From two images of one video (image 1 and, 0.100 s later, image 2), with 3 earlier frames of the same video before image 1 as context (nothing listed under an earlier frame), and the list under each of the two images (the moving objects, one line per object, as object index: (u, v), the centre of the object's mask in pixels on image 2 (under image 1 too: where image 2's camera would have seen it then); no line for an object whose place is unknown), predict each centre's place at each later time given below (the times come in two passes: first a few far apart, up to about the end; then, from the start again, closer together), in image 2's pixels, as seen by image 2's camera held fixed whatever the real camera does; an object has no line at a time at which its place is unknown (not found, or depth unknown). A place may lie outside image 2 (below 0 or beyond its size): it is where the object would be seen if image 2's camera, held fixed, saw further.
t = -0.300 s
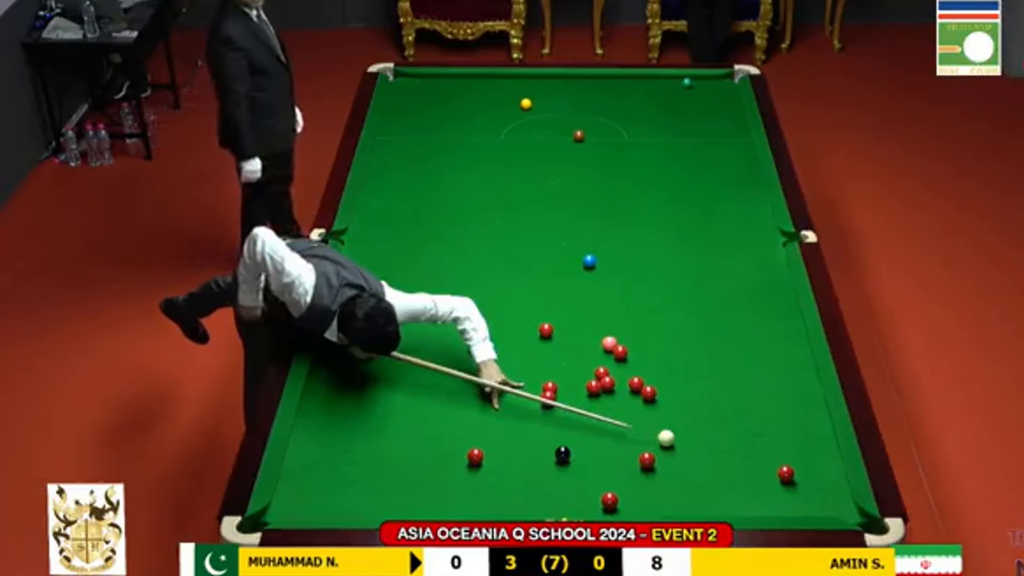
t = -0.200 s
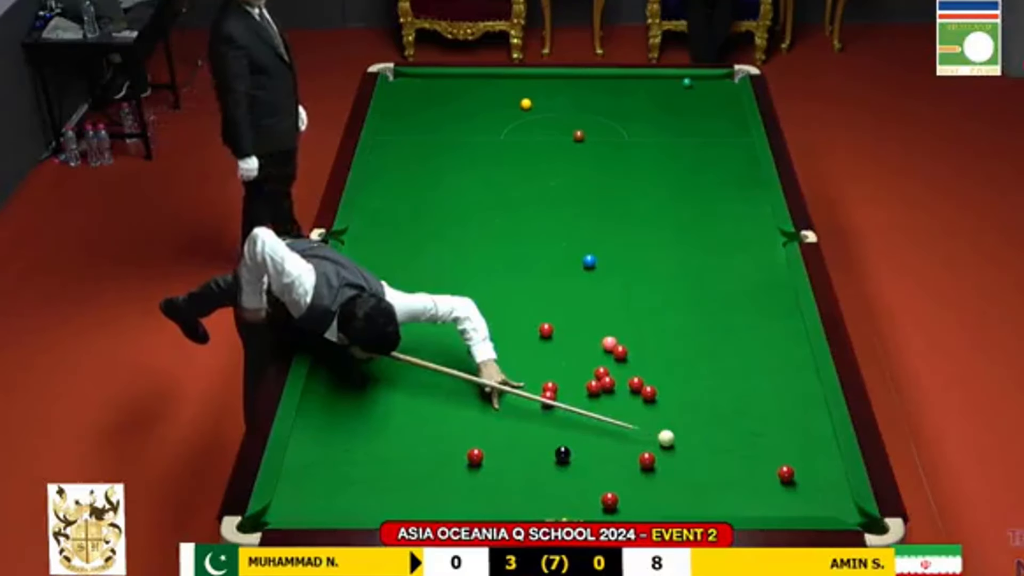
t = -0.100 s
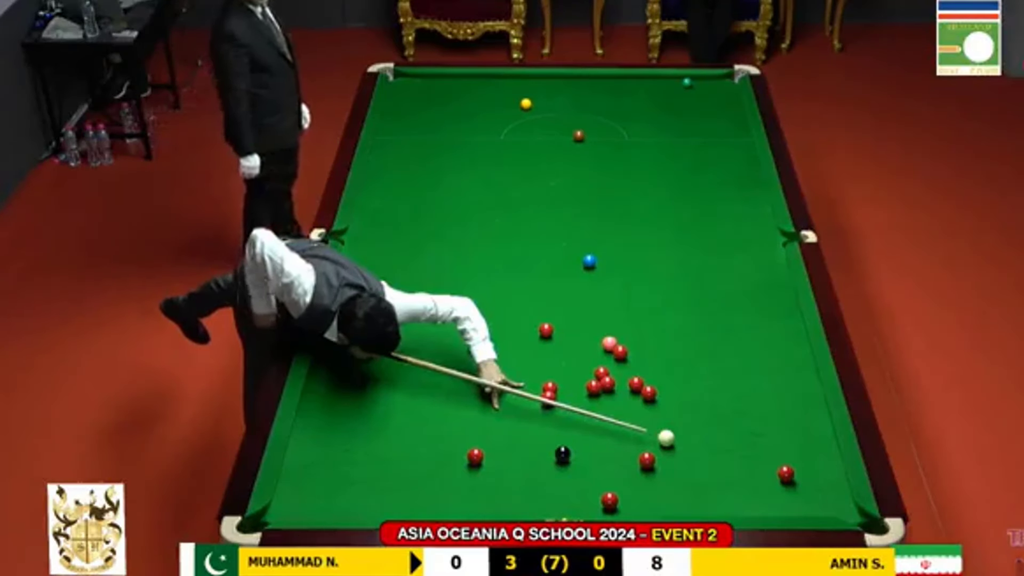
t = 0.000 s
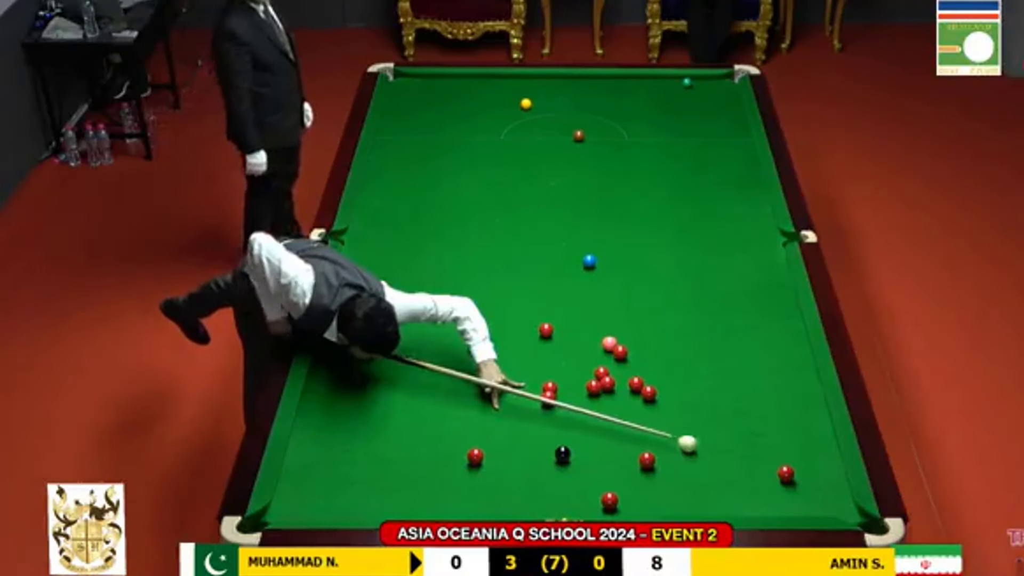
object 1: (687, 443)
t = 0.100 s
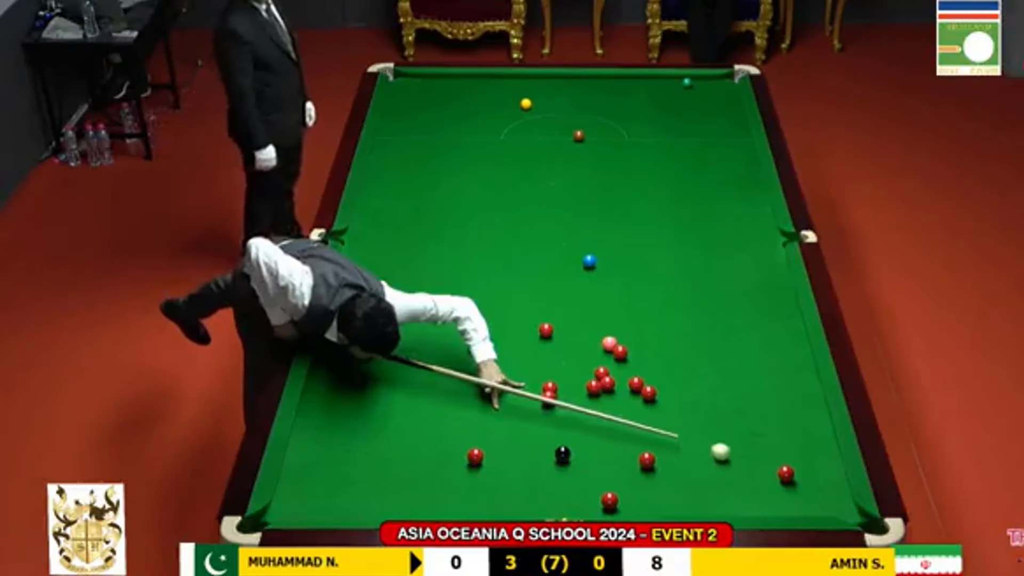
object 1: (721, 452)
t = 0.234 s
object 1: (766, 463)
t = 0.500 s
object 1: (808, 458)
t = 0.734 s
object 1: (824, 453)
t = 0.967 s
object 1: (800, 447)
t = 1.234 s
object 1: (776, 442)
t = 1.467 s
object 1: (755, 438)
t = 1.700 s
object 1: (738, 435)
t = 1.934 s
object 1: (721, 431)
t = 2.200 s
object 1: (704, 428)
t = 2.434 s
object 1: (690, 426)
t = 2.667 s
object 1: (677, 423)
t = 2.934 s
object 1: (665, 421)
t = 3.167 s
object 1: (656, 419)
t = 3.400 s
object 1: (648, 418)
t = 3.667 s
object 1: (641, 417)
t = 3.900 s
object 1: (636, 417)
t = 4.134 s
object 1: (633, 417)
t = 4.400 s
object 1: (630, 416)
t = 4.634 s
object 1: (630, 416)
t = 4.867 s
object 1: (630, 416)
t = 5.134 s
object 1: (630, 416)
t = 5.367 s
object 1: (630, 416)
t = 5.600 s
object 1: (630, 416)
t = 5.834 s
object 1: (630, 416)
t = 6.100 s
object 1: (630, 416)
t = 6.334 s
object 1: (630, 416)
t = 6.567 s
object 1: (630, 416)
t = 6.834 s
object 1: (630, 416)
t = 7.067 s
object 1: (630, 416)
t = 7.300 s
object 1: (630, 416)
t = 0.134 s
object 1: (734, 455)
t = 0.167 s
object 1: (747, 458)
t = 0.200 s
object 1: (753, 460)
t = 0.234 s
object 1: (766, 463)
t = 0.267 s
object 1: (776, 464)
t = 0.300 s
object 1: (778, 463)
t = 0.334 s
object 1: (784, 462)
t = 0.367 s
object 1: (790, 460)
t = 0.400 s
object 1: (793, 460)
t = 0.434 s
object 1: (799, 459)
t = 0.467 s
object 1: (805, 458)
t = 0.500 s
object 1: (808, 458)
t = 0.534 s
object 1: (815, 457)
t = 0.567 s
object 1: (820, 456)
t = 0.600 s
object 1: (823, 456)
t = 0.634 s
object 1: (829, 455)
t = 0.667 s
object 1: (831, 454)
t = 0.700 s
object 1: (829, 453)
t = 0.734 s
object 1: (824, 453)
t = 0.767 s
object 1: (820, 452)
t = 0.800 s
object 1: (818, 451)
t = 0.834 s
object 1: (814, 450)
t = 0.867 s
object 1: (810, 450)
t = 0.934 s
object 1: (804, 448)
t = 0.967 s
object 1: (800, 447)
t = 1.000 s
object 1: (798, 447)
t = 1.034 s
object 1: (794, 446)
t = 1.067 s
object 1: (791, 445)
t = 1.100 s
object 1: (789, 445)
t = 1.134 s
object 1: (785, 444)
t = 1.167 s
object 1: (781, 443)
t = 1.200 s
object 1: (779, 443)
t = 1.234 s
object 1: (776, 442)
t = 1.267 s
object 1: (772, 441)
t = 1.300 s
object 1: (771, 441)
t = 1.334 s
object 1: (767, 441)
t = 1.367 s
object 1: (764, 440)
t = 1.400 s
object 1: (762, 440)
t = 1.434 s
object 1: (759, 439)
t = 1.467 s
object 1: (755, 438)
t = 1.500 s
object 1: (754, 438)
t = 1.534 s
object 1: (751, 437)
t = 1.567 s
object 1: (747, 437)
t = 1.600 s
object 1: (746, 436)
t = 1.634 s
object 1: (743, 435)
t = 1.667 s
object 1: (740, 435)
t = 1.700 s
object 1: (738, 435)
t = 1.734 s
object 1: (735, 434)
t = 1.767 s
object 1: (732, 434)
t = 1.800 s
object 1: (731, 433)
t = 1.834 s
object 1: (728, 433)
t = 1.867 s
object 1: (725, 432)
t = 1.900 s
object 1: (724, 432)
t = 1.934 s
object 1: (721, 431)
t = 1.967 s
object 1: (718, 431)
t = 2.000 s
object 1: (716, 430)
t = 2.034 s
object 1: (714, 430)
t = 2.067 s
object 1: (711, 429)
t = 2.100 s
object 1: (710, 429)
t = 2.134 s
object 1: (707, 429)
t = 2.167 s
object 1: (705, 428)
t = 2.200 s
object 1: (704, 428)
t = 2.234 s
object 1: (701, 428)
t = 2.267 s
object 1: (699, 427)
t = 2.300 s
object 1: (697, 427)
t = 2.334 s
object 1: (695, 426)
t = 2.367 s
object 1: (693, 426)
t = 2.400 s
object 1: (692, 426)
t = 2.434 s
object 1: (690, 426)
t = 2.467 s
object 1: (687, 425)
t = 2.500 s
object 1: (686, 425)
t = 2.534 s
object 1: (684, 425)
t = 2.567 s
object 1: (682, 424)
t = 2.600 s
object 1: (681, 424)
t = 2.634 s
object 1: (679, 424)
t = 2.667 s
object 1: (677, 423)
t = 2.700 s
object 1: (676, 423)
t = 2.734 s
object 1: (674, 423)
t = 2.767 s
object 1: (672, 422)
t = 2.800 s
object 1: (671, 422)
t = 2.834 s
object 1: (669, 422)
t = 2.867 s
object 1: (667, 422)
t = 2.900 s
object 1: (667, 421)
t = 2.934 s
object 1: (665, 421)
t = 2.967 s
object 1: (663, 421)
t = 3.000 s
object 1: (662, 421)
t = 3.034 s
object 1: (661, 420)
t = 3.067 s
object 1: (659, 420)
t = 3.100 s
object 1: (658, 420)
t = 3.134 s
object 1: (657, 420)
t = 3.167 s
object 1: (656, 419)
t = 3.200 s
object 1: (655, 419)
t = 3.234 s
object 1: (653, 419)
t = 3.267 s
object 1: (652, 419)
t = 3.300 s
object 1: (651, 419)
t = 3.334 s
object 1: (650, 419)
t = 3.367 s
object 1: (649, 419)
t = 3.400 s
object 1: (648, 418)
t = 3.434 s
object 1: (647, 418)
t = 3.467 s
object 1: (646, 418)
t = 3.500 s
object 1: (645, 418)
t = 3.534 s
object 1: (644, 418)
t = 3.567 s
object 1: (643, 418)
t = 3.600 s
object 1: (643, 418)
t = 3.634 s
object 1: (642, 417)
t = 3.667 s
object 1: (641, 417)
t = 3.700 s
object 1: (640, 417)
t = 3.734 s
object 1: (640, 417)
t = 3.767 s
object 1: (639, 417)
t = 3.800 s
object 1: (638, 417)
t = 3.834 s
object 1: (637, 417)
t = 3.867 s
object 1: (637, 417)
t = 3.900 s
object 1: (636, 417)
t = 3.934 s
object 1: (636, 417)
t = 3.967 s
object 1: (635, 417)
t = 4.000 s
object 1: (635, 417)
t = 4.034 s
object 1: (634, 417)
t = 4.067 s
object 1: (633, 417)
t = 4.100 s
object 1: (633, 417)
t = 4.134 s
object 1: (633, 417)
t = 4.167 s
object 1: (632, 416)
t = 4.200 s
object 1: (632, 416)
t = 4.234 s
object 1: (632, 416)
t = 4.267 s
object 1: (631, 416)
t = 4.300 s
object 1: (631, 416)
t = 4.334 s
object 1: (631, 416)
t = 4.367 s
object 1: (630, 416)
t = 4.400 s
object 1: (630, 416)
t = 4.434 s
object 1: (630, 416)
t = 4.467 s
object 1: (630, 416)
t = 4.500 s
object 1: (630, 416)
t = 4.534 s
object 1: (630, 416)
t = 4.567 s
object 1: (630, 416)
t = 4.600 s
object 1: (630, 416)
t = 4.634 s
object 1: (630, 416)
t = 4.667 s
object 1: (630, 416)
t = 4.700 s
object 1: (630, 416)
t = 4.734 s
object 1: (630, 416)
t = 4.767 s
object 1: (630, 416)
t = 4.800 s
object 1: (630, 416)
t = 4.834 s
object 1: (630, 416)
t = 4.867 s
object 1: (630, 416)
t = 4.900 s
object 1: (630, 416)
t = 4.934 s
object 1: (630, 416)
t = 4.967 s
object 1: (630, 416)
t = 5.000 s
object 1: (630, 416)
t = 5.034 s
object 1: (630, 416)
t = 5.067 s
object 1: (630, 416)
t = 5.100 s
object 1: (630, 416)
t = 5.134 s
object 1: (630, 416)
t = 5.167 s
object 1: (630, 416)
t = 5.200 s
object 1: (630, 416)
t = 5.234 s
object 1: (630, 416)
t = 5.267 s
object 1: (630, 416)
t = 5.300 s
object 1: (630, 416)
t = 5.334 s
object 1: (630, 416)
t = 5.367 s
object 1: (630, 416)
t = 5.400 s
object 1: (630, 416)
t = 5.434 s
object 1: (630, 416)
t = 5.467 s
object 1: (630, 416)
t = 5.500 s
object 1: (630, 416)
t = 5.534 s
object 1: (630, 416)
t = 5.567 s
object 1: (630, 416)
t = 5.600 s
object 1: (630, 416)
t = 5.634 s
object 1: (630, 416)
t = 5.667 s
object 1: (630, 416)
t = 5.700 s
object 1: (630, 416)
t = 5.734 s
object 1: (630, 416)
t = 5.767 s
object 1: (630, 416)
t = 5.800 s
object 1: (630, 416)
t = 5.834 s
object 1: (630, 416)
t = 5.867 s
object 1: (630, 416)
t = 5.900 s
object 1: (630, 416)
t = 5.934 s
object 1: (630, 416)
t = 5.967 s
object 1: (630, 416)
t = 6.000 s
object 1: (630, 416)
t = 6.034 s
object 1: (630, 416)
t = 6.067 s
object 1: (630, 416)
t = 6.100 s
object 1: (630, 416)
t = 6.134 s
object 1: (630, 416)
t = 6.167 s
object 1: (630, 416)
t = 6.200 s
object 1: (630, 416)
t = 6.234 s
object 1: (630, 416)
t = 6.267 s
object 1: (630, 416)
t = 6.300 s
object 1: (630, 416)
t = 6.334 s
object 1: (630, 416)
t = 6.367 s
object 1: (630, 416)
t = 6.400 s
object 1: (630, 416)
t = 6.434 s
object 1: (630, 416)
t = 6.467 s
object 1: (630, 416)
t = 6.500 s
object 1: (630, 416)
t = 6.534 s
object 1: (630, 416)
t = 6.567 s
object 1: (630, 416)
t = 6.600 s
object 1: (630, 416)
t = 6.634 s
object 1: (630, 416)
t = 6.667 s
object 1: (630, 416)
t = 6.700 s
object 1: (630, 416)
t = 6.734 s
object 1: (630, 416)
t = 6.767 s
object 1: (630, 416)
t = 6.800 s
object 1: (630, 416)
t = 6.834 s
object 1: (630, 416)
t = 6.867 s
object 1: (630, 416)
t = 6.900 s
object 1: (630, 416)
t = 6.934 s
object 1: (630, 416)
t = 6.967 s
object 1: (630, 416)
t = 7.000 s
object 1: (630, 416)
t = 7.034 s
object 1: (630, 416)
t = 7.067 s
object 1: (630, 416)
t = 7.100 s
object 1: (630, 416)
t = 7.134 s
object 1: (630, 416)
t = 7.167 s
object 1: (630, 416)
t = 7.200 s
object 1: (630, 416)
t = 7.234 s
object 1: (630, 416)
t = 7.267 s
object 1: (630, 416)
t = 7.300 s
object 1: (630, 416)
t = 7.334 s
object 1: (630, 416)
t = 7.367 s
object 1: (630, 416)
